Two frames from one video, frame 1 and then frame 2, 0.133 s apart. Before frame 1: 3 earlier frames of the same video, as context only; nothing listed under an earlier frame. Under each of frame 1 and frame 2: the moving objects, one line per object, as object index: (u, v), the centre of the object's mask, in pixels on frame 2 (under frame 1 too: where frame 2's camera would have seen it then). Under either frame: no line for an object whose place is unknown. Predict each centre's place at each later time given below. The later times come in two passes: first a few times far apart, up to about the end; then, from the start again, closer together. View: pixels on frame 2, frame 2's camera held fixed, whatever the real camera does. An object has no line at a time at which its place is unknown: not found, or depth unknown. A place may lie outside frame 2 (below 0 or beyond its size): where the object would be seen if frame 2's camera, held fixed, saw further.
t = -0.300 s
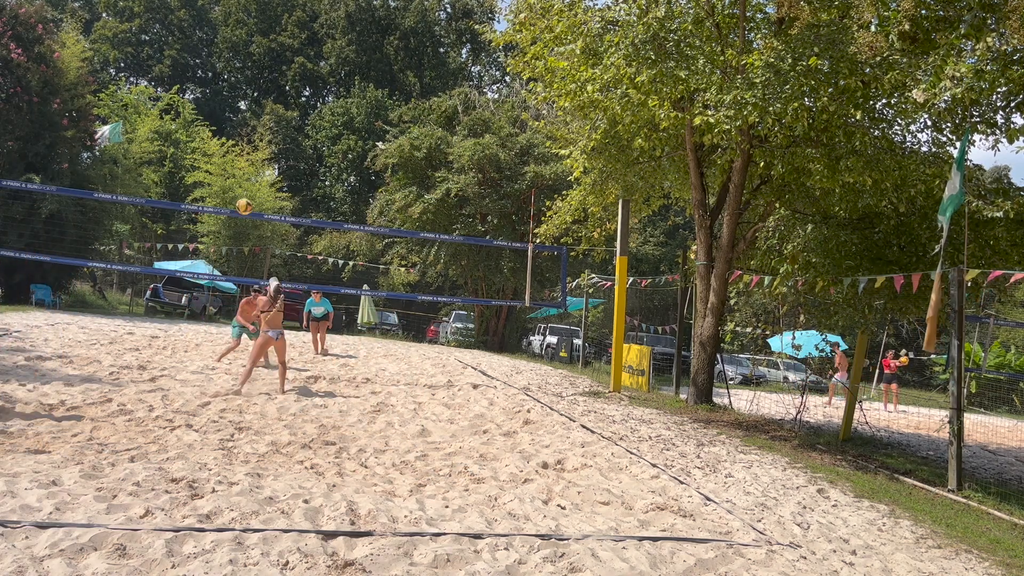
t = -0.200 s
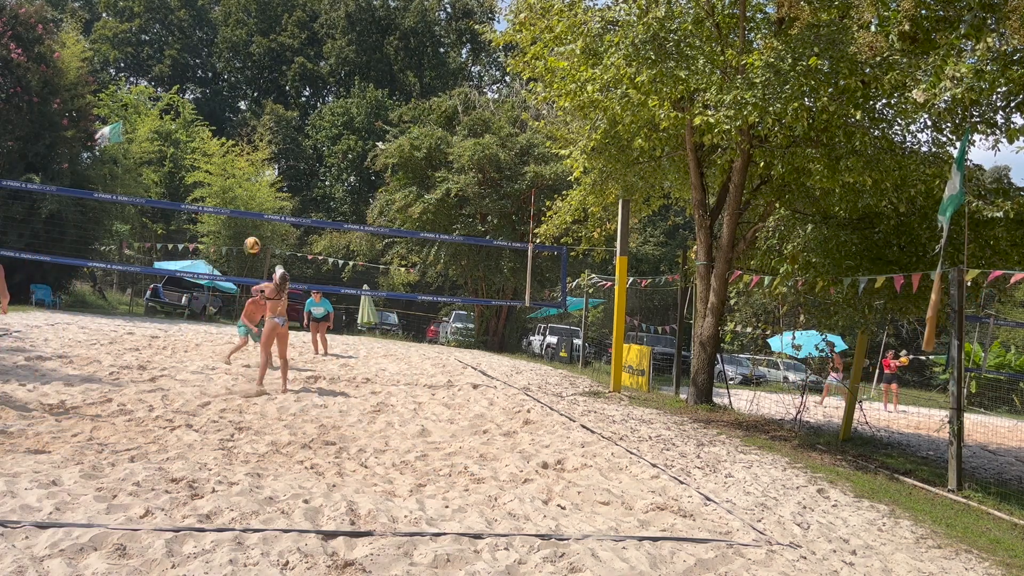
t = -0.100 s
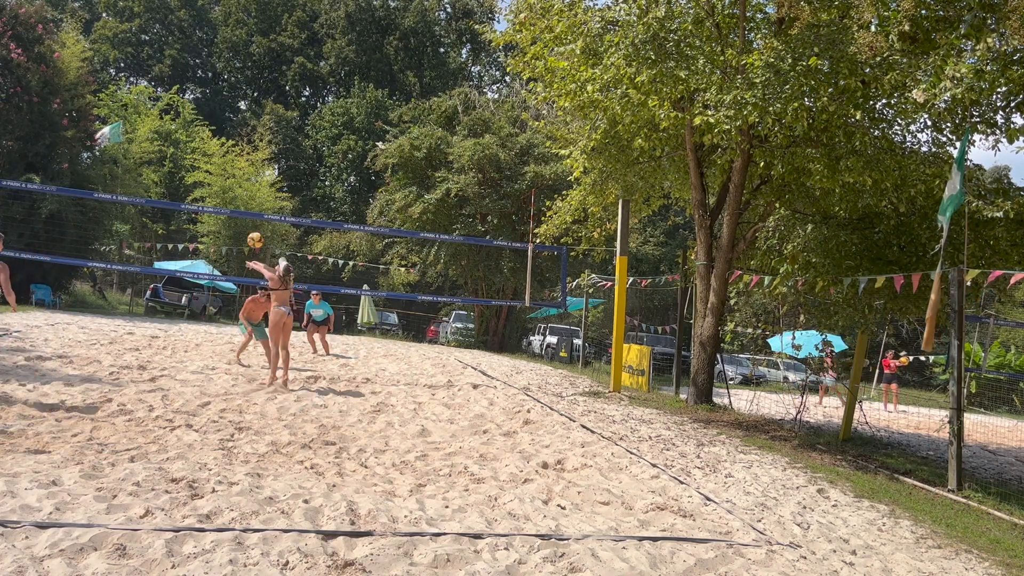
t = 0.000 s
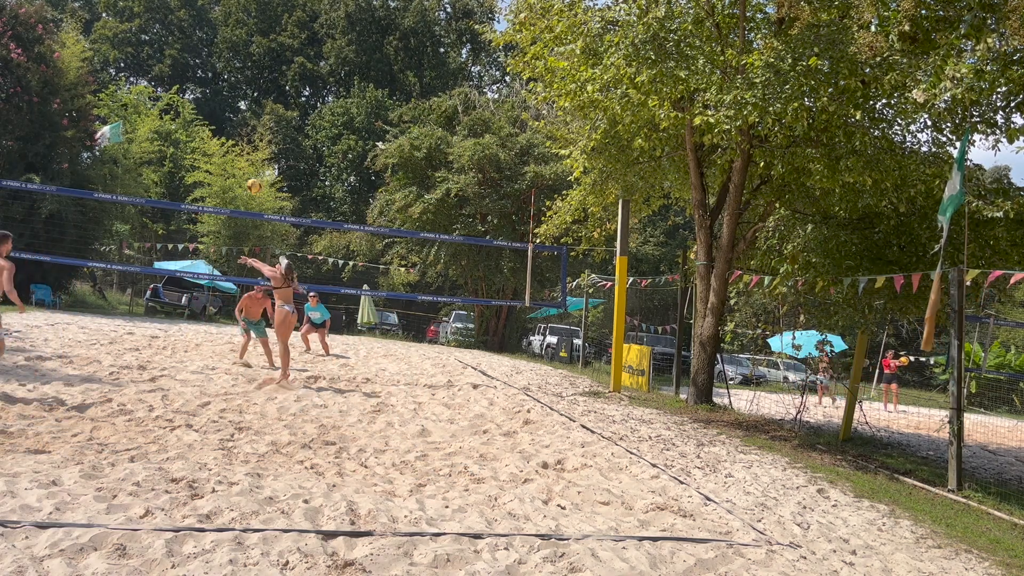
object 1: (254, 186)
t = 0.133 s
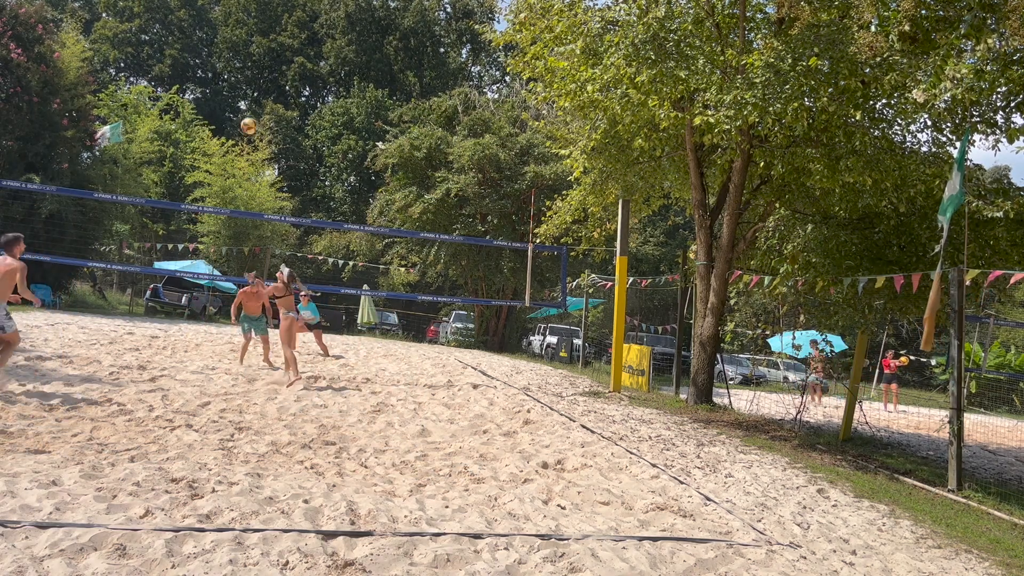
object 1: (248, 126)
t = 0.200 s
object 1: (246, 100)
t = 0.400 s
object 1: (235, 40)
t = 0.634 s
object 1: (218, 6)
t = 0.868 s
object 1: (195, 11)
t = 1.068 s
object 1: (171, 53)
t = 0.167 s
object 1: (247, 113)
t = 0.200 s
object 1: (246, 100)
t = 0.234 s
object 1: (244, 88)
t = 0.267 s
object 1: (243, 77)
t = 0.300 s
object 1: (241, 66)
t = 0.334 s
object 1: (239, 57)
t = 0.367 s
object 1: (237, 48)
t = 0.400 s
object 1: (235, 40)
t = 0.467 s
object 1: (230, 25)
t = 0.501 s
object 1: (228, 20)
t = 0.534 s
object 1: (226, 15)
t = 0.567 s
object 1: (223, 10)
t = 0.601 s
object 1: (221, 8)
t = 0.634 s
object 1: (218, 6)
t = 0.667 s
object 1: (215, 6)
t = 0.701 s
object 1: (212, 5)
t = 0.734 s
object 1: (209, 5)
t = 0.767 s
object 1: (206, 6)
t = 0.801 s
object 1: (203, 6)
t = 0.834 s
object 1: (199, 8)
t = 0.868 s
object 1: (195, 11)
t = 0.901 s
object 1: (192, 16)
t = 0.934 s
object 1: (188, 21)
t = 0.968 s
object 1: (184, 28)
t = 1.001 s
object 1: (180, 35)
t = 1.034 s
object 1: (176, 44)
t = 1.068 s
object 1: (171, 53)
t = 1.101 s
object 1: (167, 64)
